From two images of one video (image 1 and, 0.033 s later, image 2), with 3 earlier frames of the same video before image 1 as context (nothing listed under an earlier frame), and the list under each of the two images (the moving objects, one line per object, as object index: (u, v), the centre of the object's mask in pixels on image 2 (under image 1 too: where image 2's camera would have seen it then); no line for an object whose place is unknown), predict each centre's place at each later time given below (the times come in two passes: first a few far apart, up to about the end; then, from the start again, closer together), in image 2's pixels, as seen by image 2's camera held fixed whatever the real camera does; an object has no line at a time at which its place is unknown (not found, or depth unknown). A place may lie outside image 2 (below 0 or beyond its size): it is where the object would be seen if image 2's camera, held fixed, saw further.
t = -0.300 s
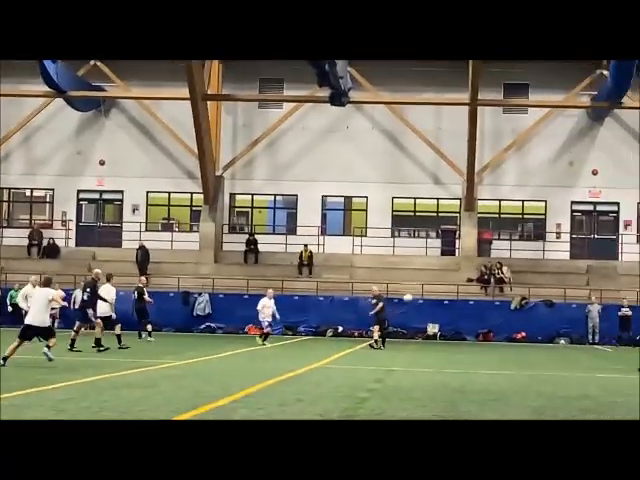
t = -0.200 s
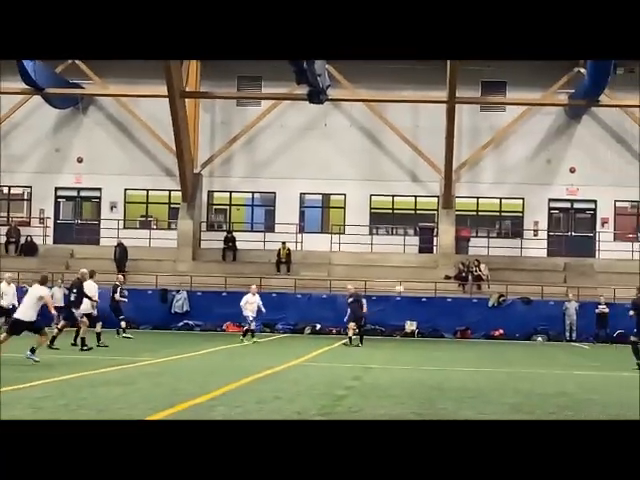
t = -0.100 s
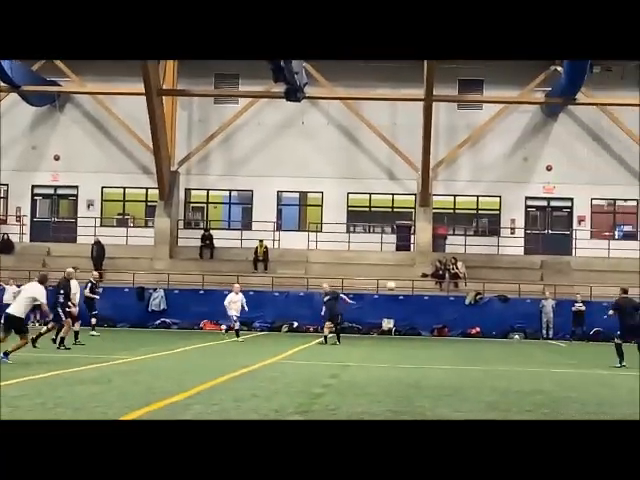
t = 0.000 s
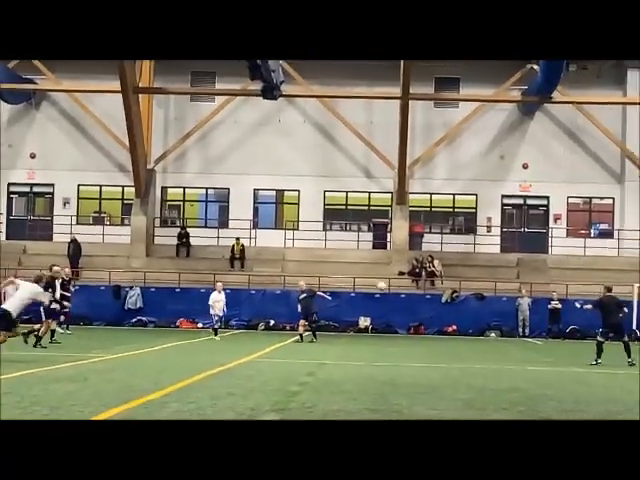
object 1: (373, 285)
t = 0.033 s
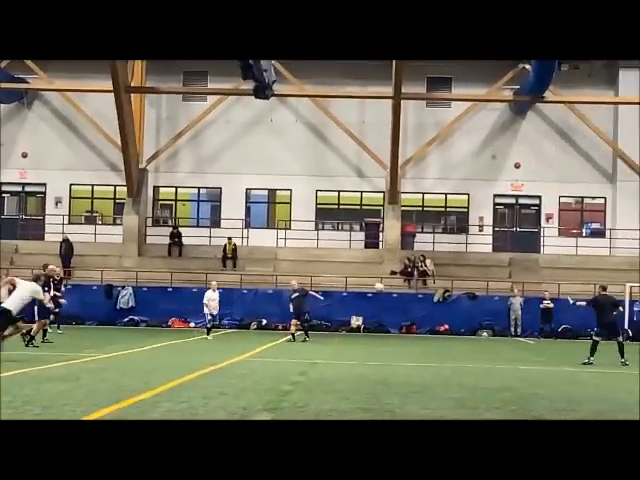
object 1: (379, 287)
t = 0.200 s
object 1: (404, 302)
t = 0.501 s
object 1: (453, 339)
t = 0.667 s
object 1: (487, 322)
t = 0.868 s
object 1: (528, 317)
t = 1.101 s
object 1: (575, 335)
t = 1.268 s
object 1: (611, 355)
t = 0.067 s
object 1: (384, 288)
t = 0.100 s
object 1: (388, 291)
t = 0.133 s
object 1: (394, 295)
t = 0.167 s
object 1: (399, 298)
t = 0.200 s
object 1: (404, 302)
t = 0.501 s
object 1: (453, 339)
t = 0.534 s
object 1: (460, 334)
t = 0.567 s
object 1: (466, 331)
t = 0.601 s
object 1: (473, 328)
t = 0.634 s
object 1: (480, 324)
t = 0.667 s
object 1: (487, 322)
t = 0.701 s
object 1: (494, 320)
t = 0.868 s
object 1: (528, 317)
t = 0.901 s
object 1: (535, 318)
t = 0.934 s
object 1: (541, 319)
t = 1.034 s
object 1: (562, 328)
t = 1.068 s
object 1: (569, 331)
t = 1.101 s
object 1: (575, 335)
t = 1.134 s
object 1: (582, 339)
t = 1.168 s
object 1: (589, 344)
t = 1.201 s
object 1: (596, 350)
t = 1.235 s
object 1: (603, 356)
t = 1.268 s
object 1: (611, 355)
